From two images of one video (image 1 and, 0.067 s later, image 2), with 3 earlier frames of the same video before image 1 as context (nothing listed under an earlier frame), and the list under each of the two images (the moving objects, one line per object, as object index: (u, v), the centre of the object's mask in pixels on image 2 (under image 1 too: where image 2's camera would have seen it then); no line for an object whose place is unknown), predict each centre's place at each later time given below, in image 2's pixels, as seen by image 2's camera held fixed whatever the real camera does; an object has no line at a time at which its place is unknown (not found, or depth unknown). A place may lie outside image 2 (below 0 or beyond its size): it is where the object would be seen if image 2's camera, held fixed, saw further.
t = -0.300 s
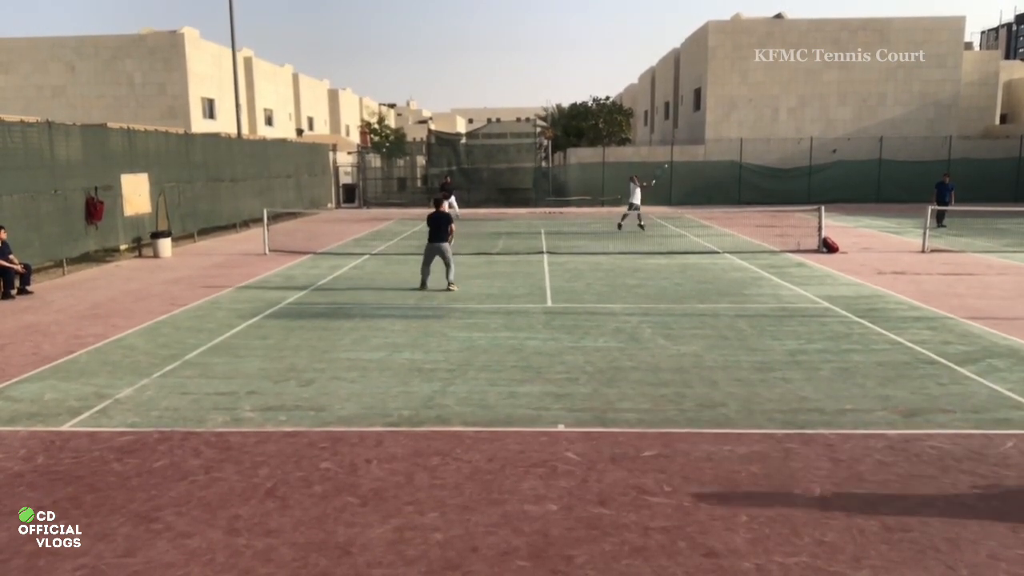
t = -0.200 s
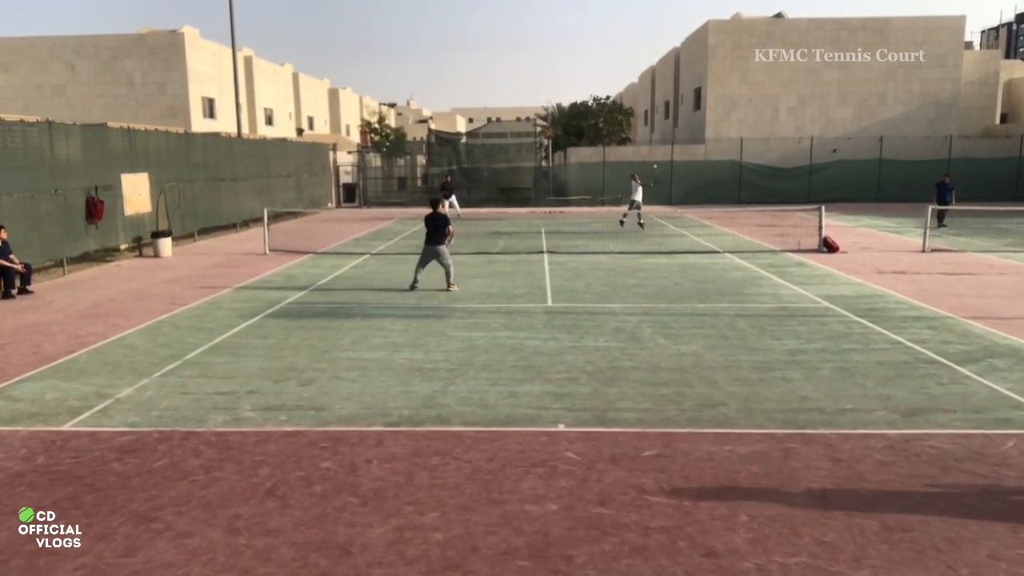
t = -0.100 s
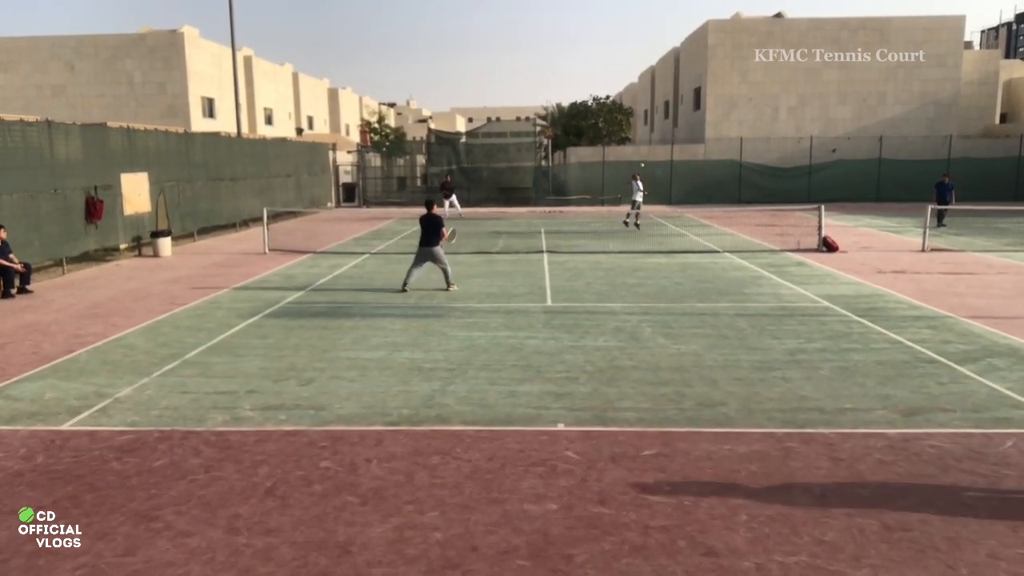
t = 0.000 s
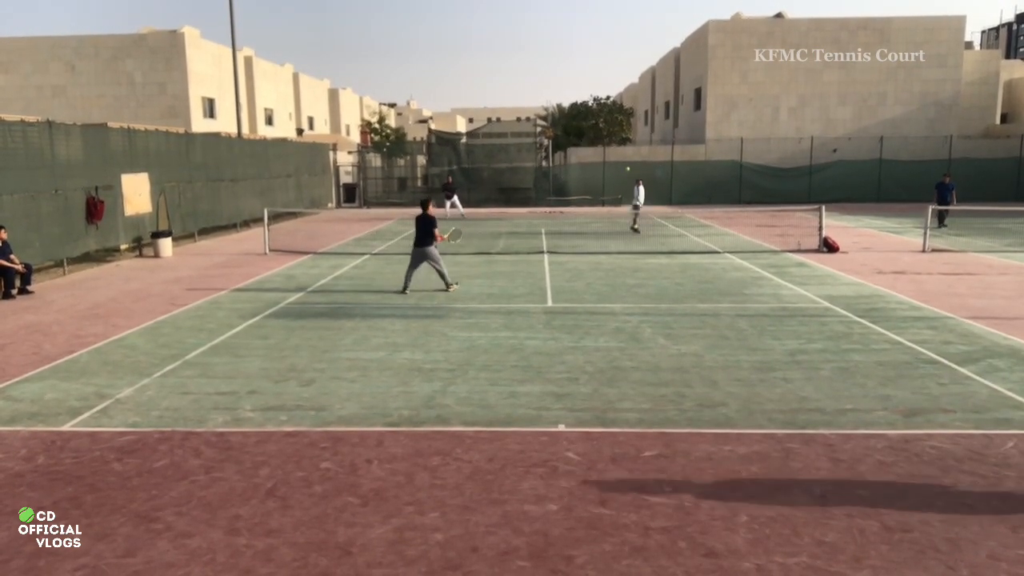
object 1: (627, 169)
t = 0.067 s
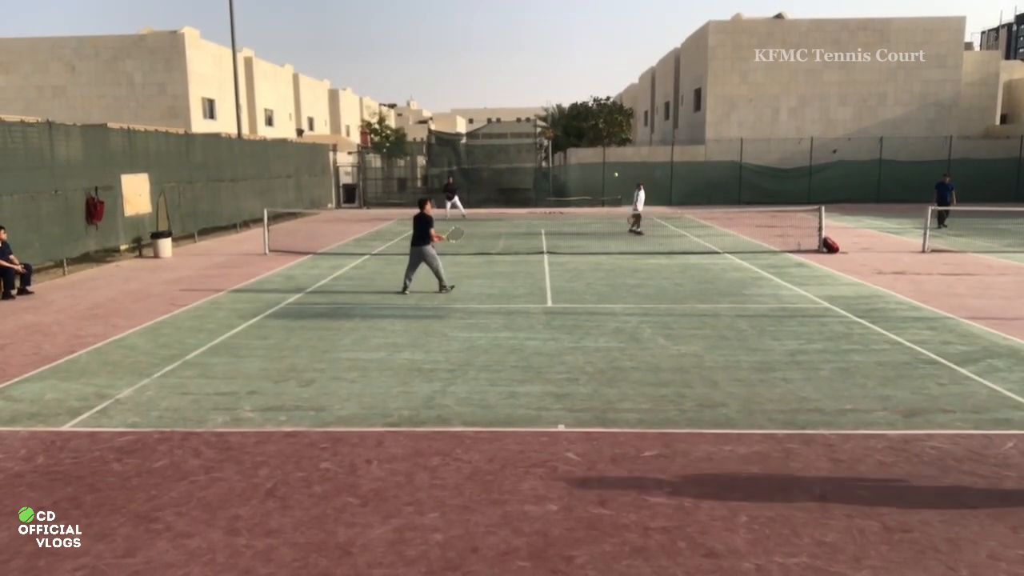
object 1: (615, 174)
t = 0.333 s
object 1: (545, 234)
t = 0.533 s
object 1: (447, 362)
